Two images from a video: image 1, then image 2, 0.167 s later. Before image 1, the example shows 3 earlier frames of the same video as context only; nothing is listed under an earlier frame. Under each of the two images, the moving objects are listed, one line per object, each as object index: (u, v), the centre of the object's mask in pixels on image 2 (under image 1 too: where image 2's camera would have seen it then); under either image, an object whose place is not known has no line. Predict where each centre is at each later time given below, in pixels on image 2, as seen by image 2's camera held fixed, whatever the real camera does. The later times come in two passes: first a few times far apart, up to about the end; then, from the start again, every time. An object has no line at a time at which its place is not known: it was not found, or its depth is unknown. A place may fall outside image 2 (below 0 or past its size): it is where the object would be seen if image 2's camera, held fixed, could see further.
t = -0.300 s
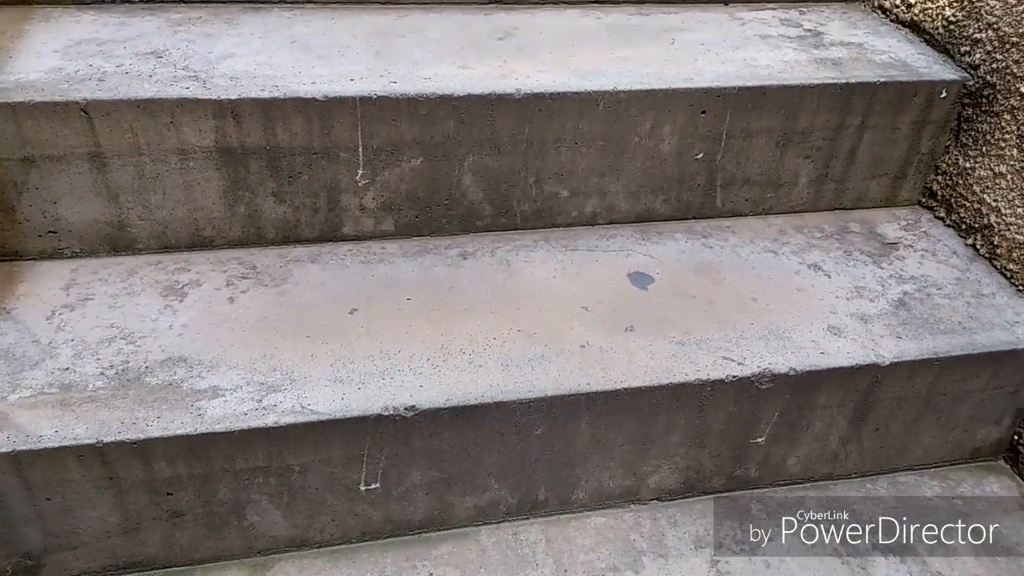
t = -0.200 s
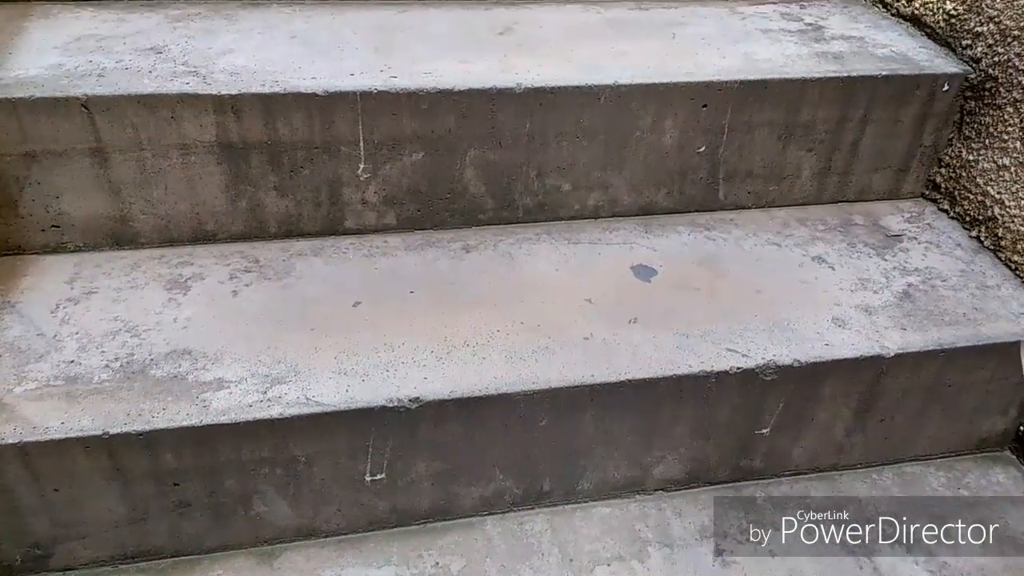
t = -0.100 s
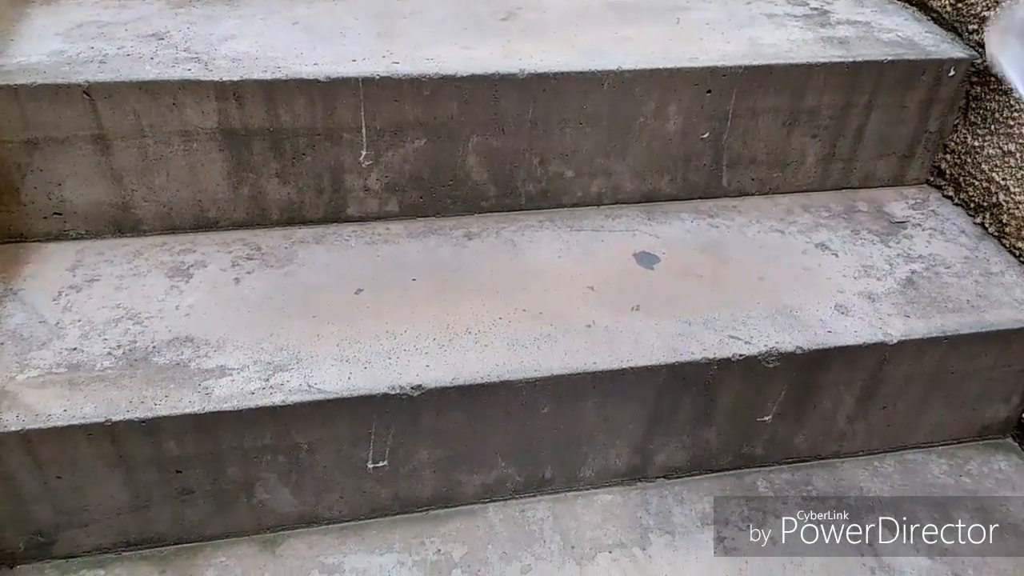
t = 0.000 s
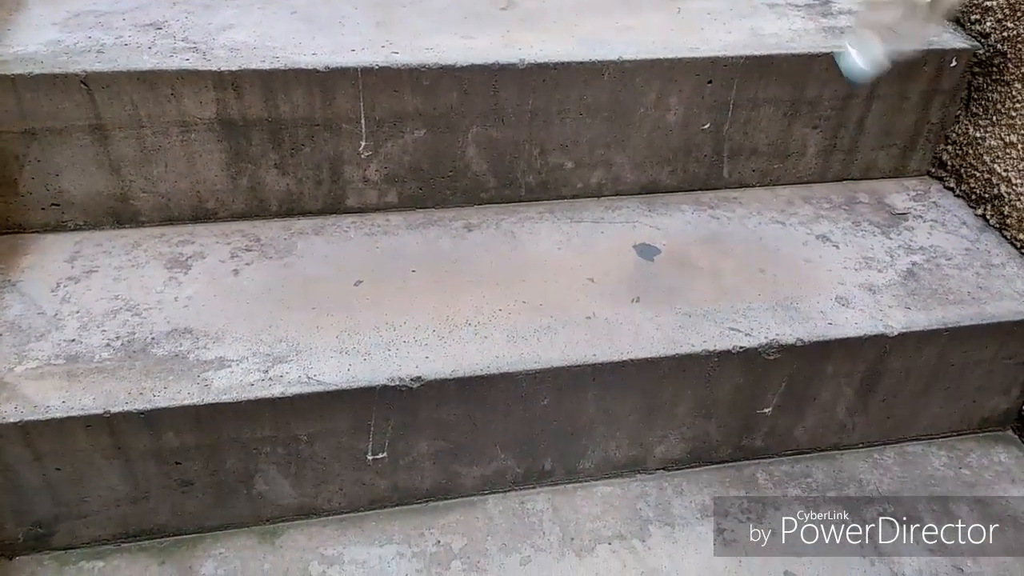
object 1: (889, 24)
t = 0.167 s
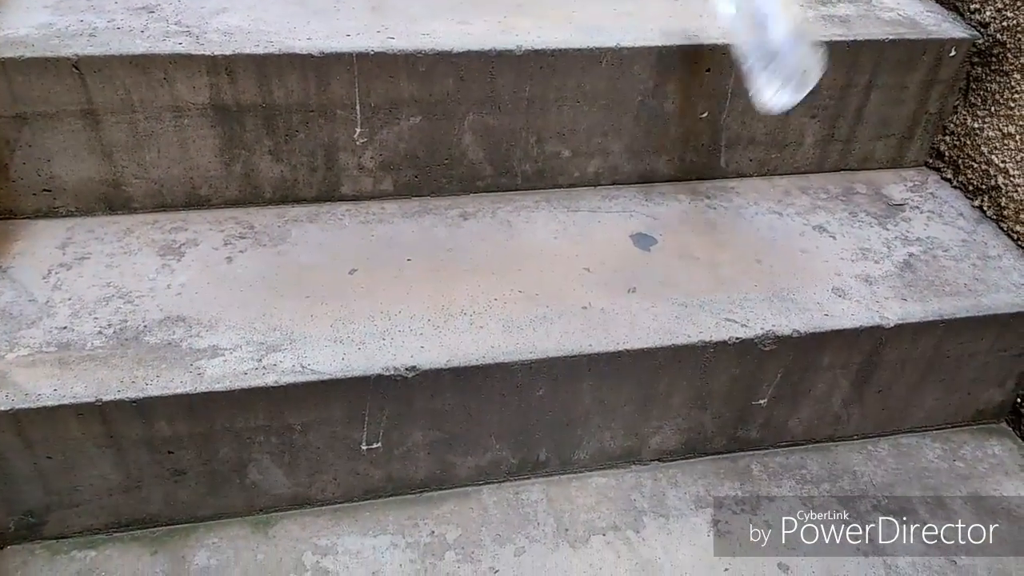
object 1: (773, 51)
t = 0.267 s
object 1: (708, 114)
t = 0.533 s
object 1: (756, 307)
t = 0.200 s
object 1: (725, 83)
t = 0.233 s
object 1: (705, 86)
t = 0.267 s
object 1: (708, 114)
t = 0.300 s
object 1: (720, 161)
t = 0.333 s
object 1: (723, 225)
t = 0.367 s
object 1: (731, 248)
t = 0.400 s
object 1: (741, 268)
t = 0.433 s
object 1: (750, 282)
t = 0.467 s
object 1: (757, 293)
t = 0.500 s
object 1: (757, 301)
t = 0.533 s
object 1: (756, 307)
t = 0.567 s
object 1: (759, 317)
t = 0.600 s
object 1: (763, 329)
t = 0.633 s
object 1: (768, 349)
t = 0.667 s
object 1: (769, 372)
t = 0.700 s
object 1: (767, 398)
